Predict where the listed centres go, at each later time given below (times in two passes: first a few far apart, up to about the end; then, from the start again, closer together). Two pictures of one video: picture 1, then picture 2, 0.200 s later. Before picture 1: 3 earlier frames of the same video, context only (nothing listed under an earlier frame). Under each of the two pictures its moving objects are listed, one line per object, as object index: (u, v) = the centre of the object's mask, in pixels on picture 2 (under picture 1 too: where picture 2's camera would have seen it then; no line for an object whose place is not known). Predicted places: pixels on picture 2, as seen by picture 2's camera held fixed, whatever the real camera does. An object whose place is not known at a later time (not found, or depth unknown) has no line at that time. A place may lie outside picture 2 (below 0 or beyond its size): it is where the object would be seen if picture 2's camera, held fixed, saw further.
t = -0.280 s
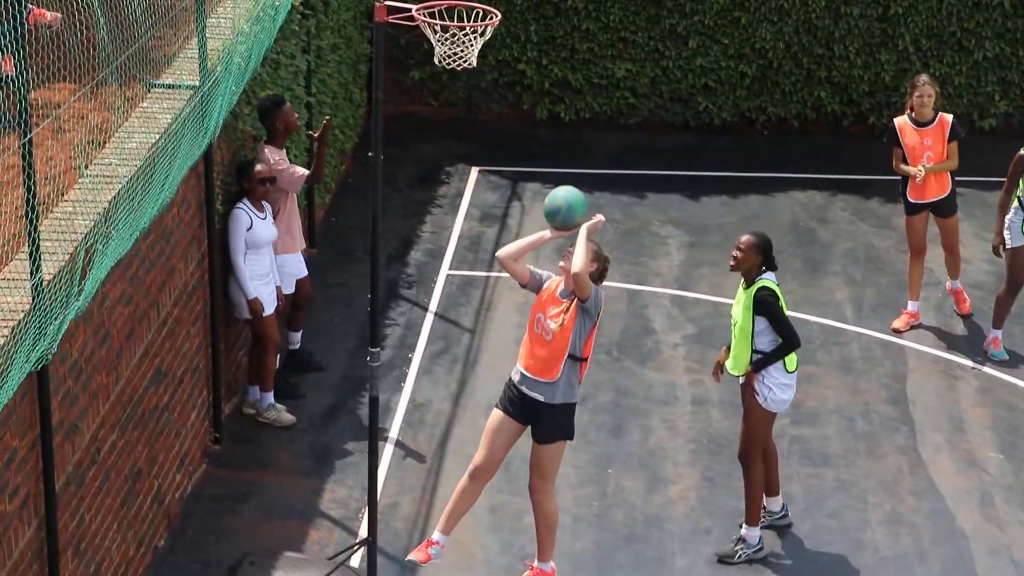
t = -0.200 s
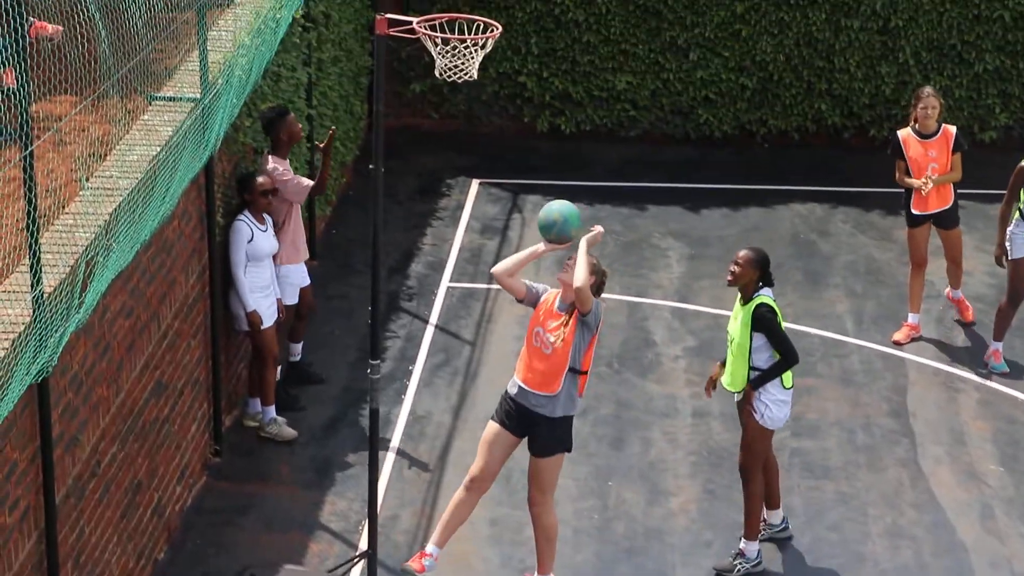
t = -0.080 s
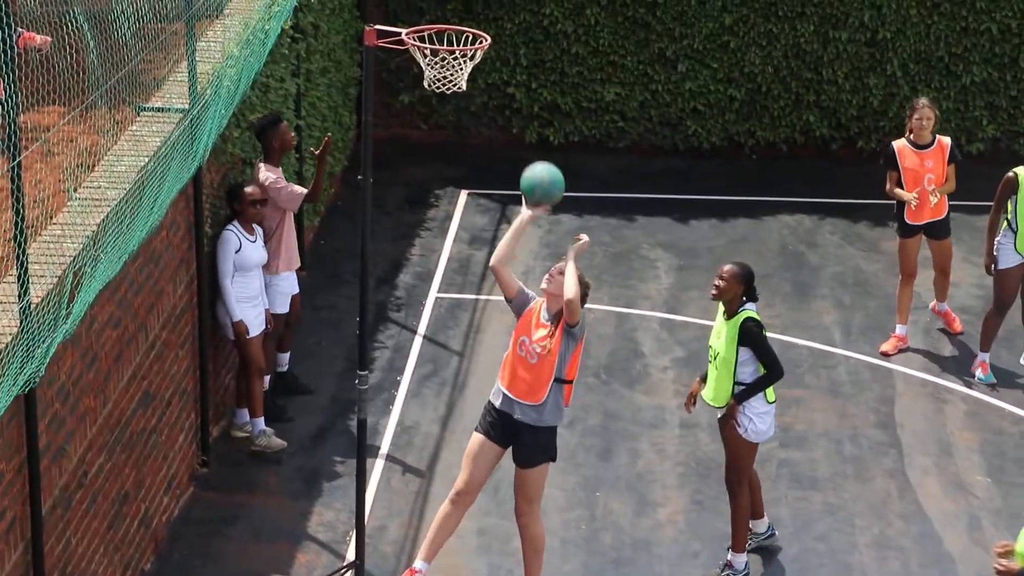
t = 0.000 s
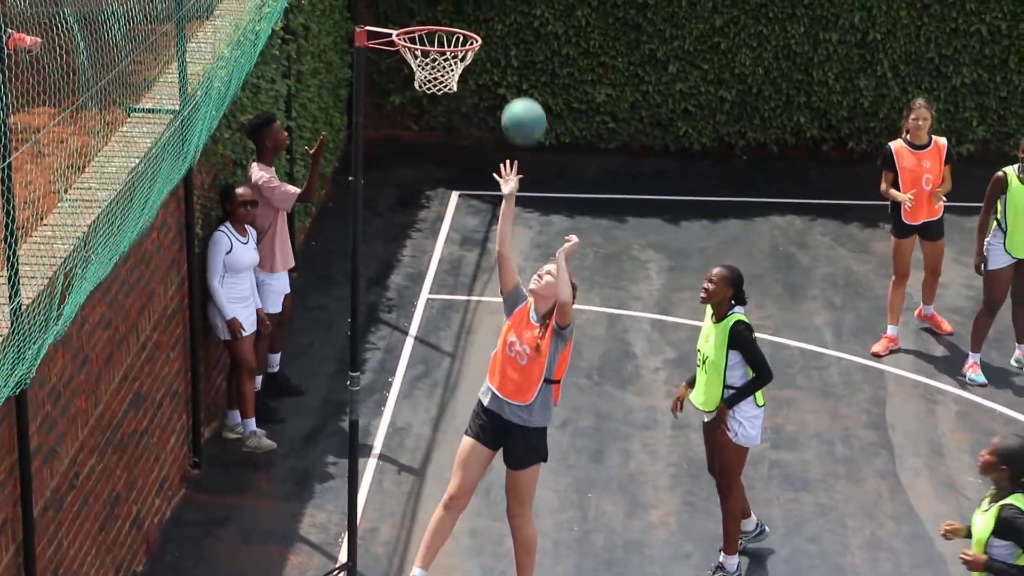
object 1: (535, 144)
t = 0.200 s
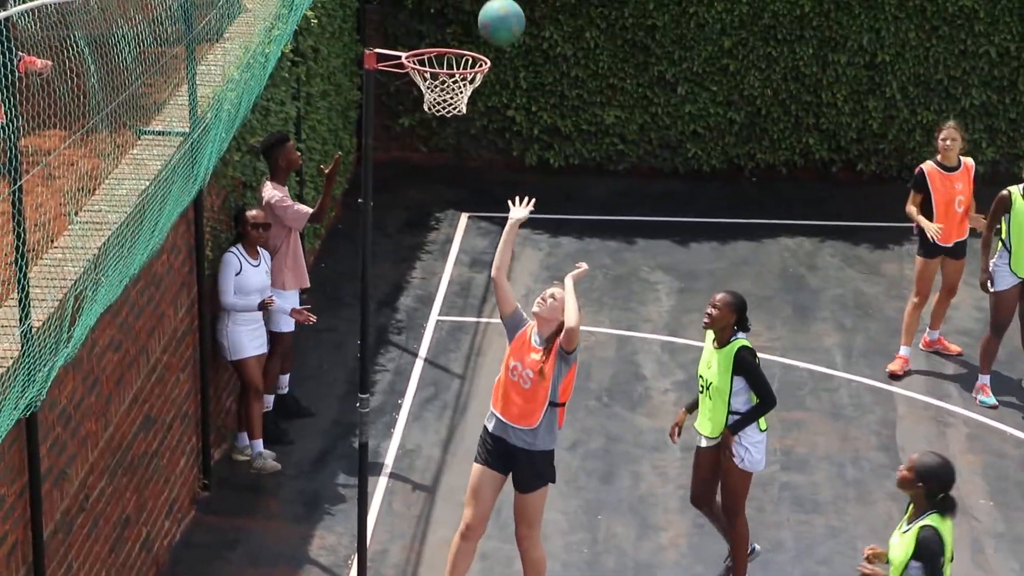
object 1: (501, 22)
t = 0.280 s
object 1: (488, 2)
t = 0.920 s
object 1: (427, 86)
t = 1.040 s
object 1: (438, 109)
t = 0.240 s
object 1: (496, 11)
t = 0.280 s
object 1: (488, 2)
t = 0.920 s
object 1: (427, 86)
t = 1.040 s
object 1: (438, 109)
